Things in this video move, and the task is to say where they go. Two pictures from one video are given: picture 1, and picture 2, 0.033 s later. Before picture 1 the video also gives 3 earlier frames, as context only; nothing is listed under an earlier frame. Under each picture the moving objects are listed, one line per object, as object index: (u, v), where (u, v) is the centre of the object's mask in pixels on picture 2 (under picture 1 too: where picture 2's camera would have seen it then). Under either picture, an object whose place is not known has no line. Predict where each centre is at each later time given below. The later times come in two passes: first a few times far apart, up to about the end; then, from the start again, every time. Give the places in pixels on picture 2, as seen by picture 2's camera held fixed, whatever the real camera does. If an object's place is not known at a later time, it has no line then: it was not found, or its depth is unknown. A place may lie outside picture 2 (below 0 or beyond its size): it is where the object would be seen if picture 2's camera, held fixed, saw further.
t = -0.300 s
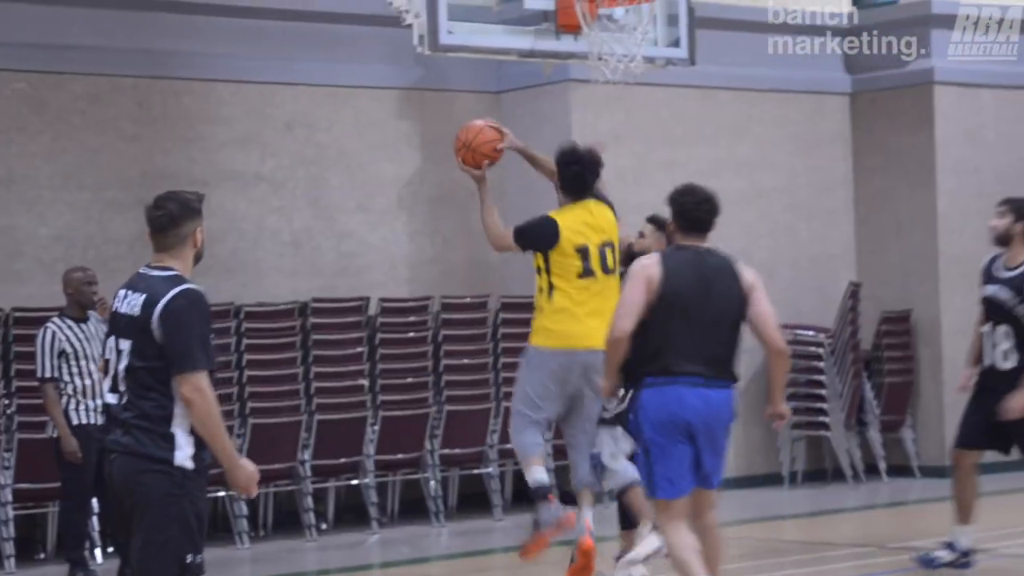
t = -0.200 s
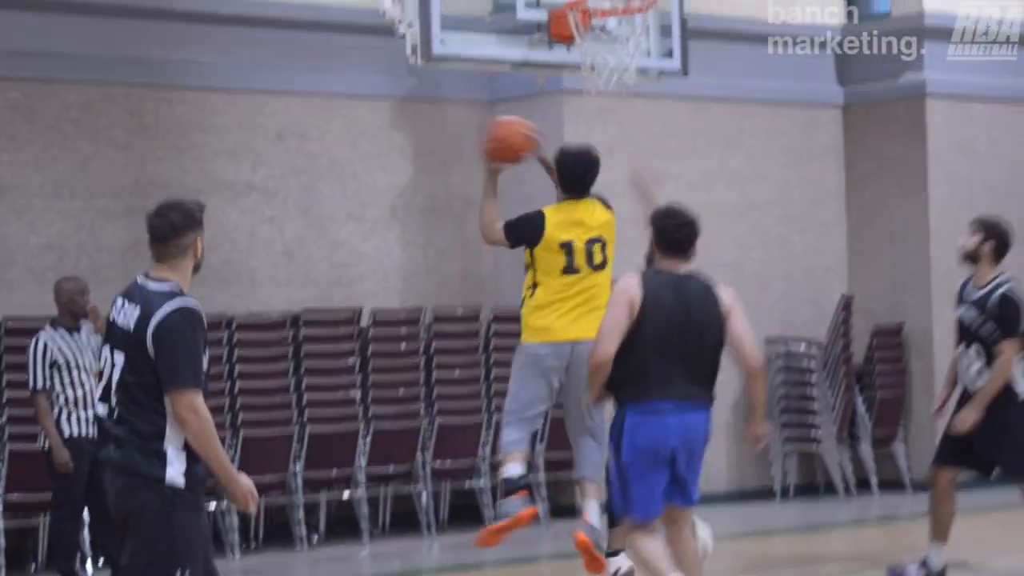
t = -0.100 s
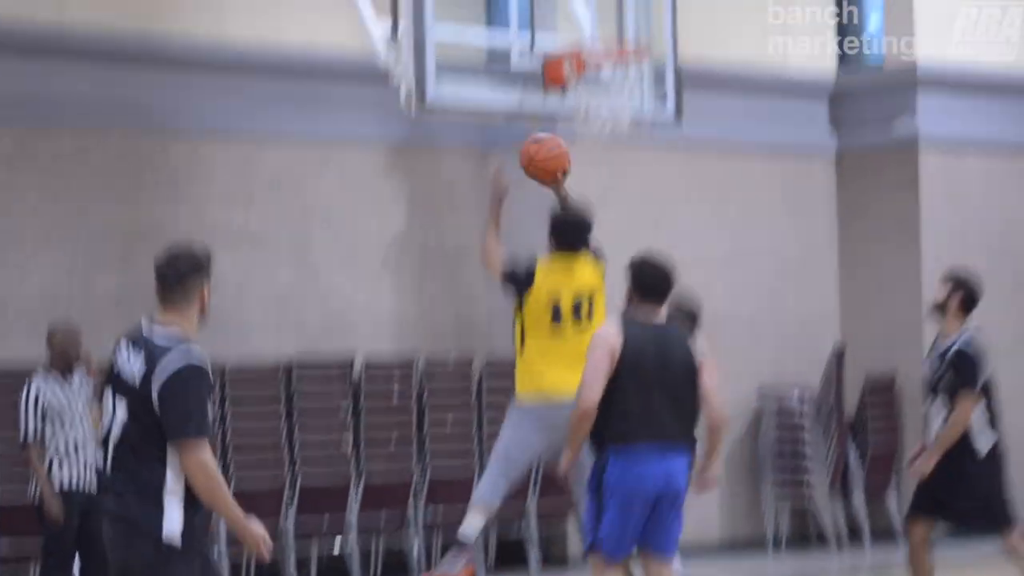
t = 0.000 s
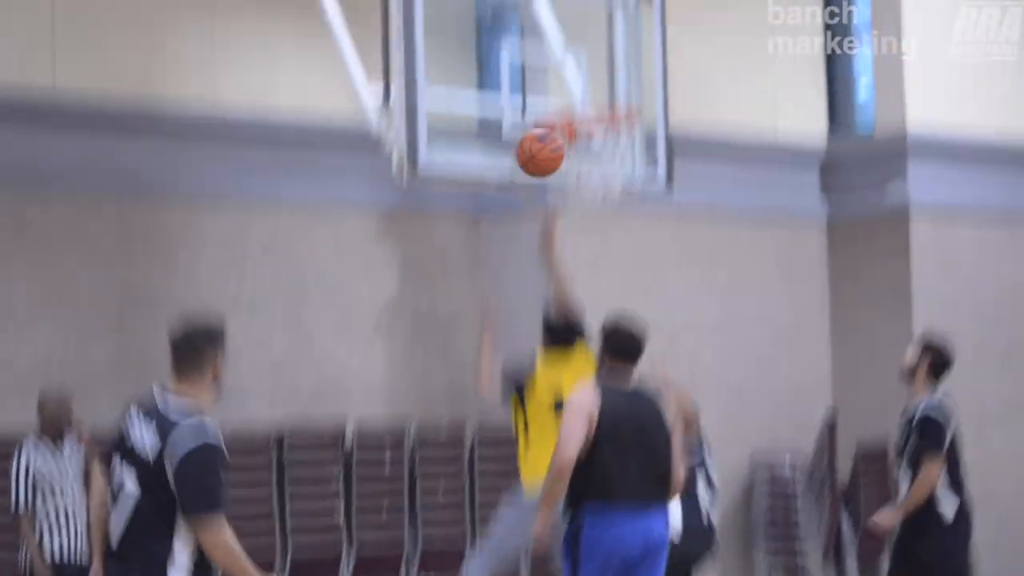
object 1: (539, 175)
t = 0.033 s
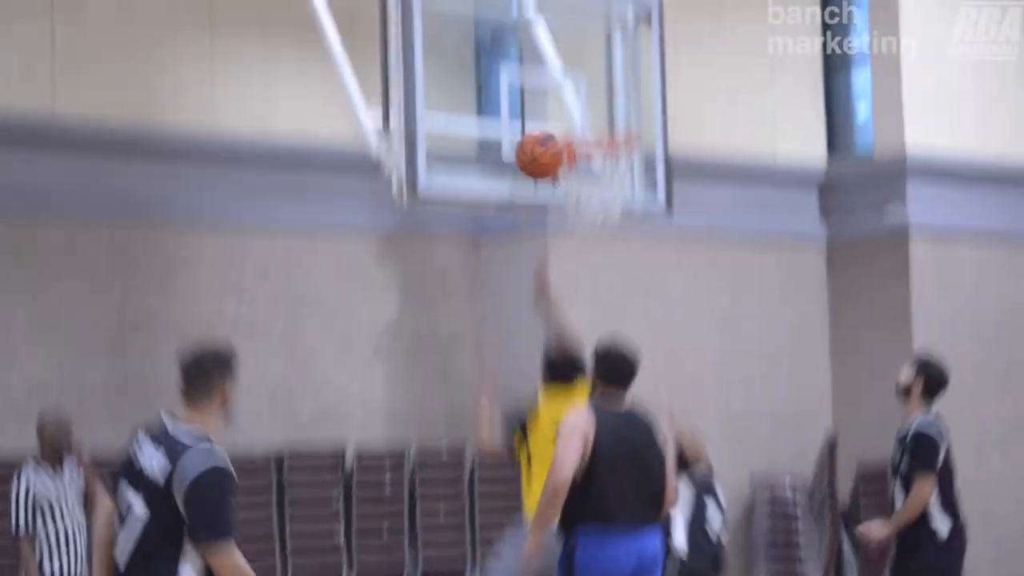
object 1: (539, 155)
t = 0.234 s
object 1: (541, 79)
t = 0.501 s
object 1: (549, 97)
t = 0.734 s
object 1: (619, 166)
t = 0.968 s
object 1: (620, 184)
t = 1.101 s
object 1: (596, 205)
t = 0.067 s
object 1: (539, 136)
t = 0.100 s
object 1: (539, 120)
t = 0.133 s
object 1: (540, 105)
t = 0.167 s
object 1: (540, 94)
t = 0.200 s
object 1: (540, 86)
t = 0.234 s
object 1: (541, 79)
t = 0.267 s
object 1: (542, 74)
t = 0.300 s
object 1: (543, 71)
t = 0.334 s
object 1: (543, 70)
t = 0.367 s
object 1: (544, 72)
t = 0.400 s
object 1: (544, 75)
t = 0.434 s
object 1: (545, 81)
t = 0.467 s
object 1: (546, 87)
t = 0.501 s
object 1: (549, 97)
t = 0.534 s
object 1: (558, 103)
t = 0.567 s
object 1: (567, 111)
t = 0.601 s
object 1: (577, 119)
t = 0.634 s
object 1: (587, 126)
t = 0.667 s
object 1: (597, 142)
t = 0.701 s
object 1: (608, 153)
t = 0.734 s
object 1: (619, 166)
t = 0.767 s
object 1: (626, 172)
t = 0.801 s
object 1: (631, 180)
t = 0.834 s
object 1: (632, 180)
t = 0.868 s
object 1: (631, 180)
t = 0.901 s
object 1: (628, 182)
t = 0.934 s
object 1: (625, 183)
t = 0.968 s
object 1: (620, 184)
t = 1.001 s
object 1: (613, 188)
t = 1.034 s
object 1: (609, 193)
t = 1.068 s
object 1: (604, 199)
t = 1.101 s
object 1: (596, 205)
